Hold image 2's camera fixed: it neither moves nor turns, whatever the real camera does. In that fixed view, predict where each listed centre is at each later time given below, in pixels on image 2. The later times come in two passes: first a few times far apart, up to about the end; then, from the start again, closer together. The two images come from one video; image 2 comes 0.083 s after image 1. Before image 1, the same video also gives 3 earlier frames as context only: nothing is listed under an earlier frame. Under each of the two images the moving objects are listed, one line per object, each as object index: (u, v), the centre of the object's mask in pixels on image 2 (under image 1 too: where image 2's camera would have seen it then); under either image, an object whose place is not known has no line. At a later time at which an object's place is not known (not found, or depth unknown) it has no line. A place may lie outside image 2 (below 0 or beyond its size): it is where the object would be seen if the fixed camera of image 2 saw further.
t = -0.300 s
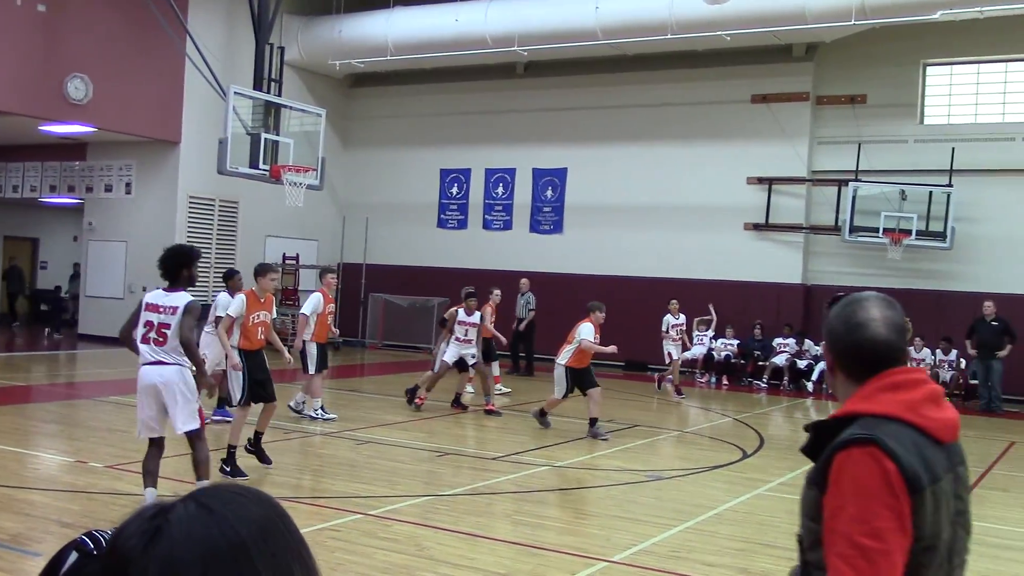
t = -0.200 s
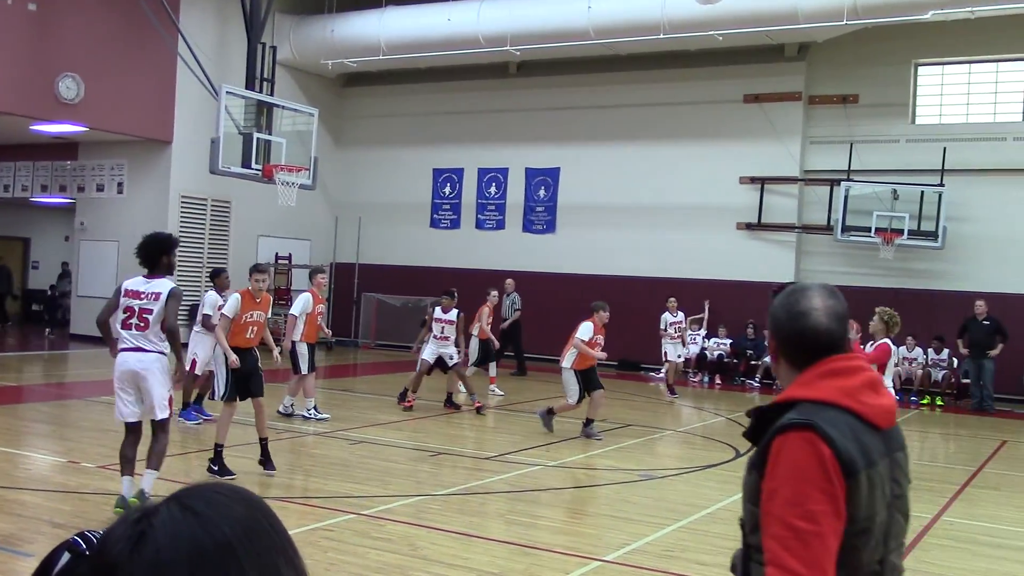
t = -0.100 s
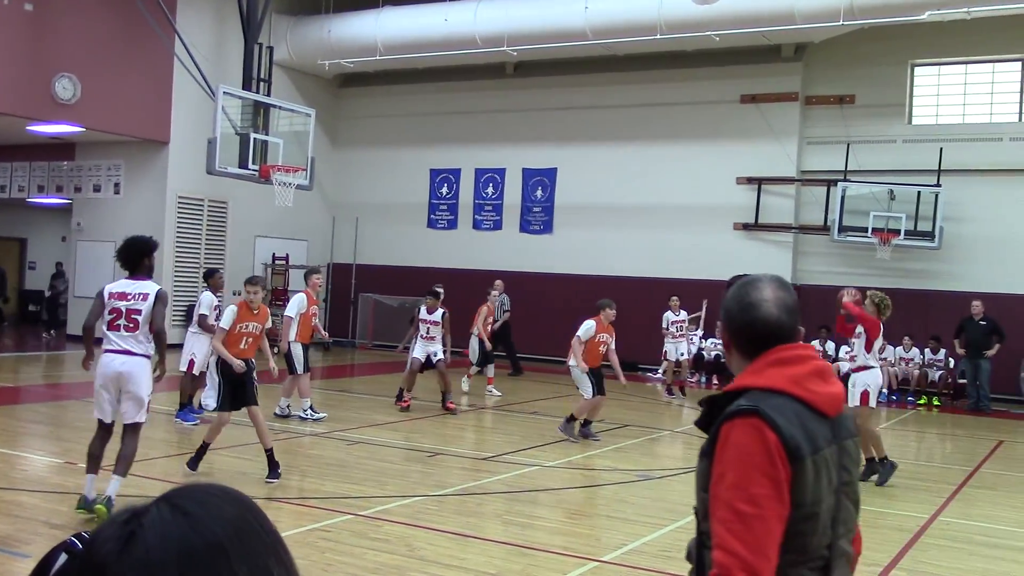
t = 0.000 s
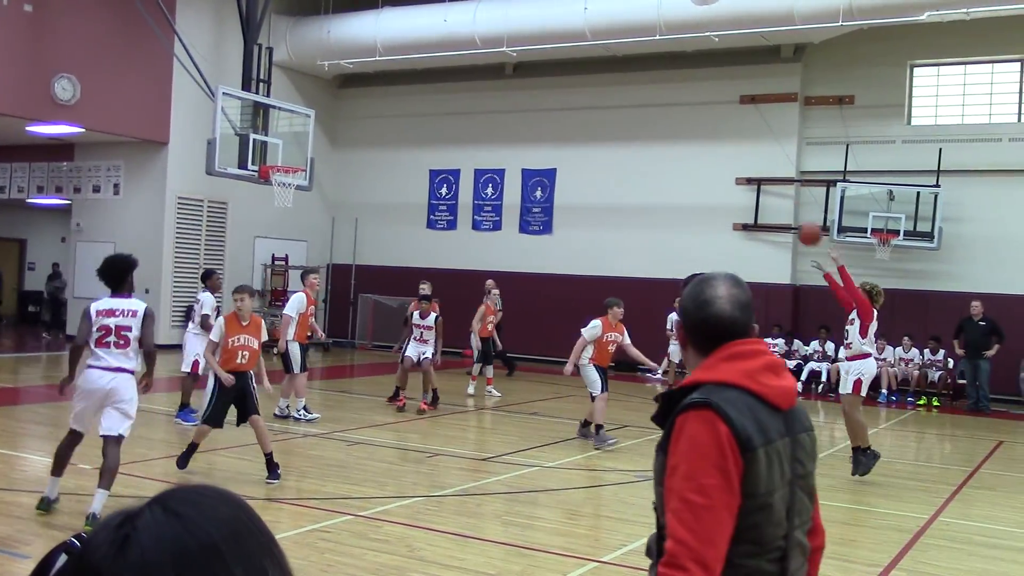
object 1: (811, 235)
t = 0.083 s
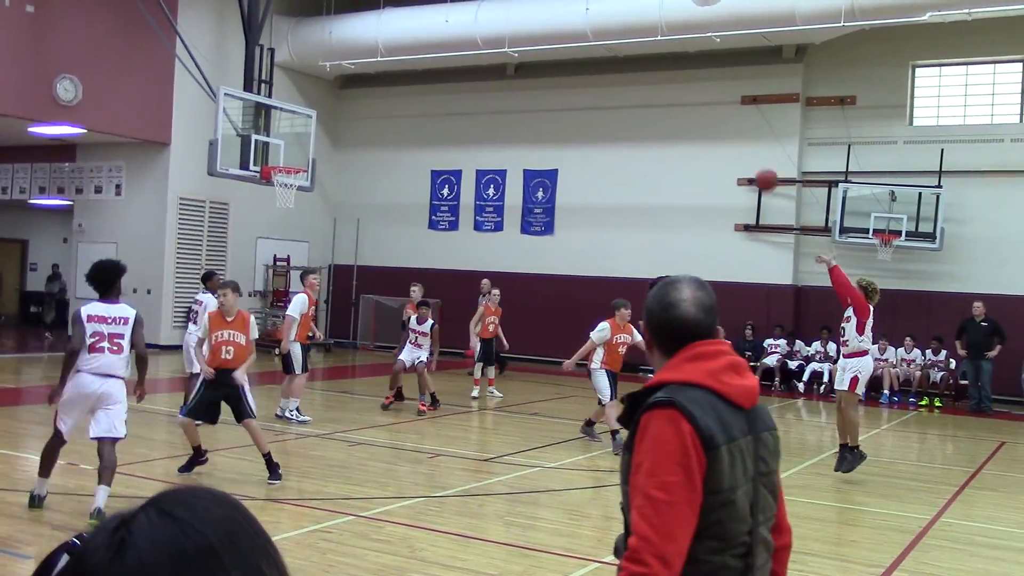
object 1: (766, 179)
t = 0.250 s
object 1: (681, 96)
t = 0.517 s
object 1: (561, 28)
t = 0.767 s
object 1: (463, 25)
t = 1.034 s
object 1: (369, 75)
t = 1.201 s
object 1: (316, 130)
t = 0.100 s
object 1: (757, 169)
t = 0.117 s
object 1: (748, 160)
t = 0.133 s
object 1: (740, 151)
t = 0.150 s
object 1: (732, 142)
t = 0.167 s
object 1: (723, 134)
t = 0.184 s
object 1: (714, 126)
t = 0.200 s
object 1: (706, 118)
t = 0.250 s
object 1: (681, 96)
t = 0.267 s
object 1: (671, 89)
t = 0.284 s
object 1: (663, 82)
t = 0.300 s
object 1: (654, 77)
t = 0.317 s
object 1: (647, 71)
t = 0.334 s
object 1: (639, 66)
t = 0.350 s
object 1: (632, 60)
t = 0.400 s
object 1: (610, 49)
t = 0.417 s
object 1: (603, 45)
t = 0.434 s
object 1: (596, 42)
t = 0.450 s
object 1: (589, 38)
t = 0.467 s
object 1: (581, 35)
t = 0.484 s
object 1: (575, 32)
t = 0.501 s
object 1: (568, 30)
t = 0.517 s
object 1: (561, 28)
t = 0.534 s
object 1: (554, 26)
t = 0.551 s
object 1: (547, 24)
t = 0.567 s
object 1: (540, 23)
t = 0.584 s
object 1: (534, 22)
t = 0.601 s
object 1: (527, 21)
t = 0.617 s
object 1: (520, 20)
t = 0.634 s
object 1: (514, 20)
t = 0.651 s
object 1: (507, 20)
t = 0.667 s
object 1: (501, 20)
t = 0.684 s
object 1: (494, 20)
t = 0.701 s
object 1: (488, 21)
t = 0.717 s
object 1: (481, 21)
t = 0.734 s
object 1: (475, 22)
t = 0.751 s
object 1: (469, 24)
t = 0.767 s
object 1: (463, 25)
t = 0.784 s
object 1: (457, 27)
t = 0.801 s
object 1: (451, 29)
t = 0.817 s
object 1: (445, 31)
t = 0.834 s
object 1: (439, 33)
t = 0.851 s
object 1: (433, 36)
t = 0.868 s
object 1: (427, 39)
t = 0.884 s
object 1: (421, 41)
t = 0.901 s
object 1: (415, 44)
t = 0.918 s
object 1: (409, 48)
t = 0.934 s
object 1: (403, 52)
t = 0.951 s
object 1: (397, 55)
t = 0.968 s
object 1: (392, 59)
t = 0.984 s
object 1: (386, 63)
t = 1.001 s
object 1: (381, 67)
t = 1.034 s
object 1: (369, 75)
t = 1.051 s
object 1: (363, 80)
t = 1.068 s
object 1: (358, 84)
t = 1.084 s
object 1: (353, 90)
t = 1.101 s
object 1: (347, 95)
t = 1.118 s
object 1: (342, 100)
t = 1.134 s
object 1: (337, 105)
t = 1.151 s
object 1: (332, 111)
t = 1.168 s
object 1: (326, 117)
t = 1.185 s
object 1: (322, 123)
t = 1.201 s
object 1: (316, 130)
